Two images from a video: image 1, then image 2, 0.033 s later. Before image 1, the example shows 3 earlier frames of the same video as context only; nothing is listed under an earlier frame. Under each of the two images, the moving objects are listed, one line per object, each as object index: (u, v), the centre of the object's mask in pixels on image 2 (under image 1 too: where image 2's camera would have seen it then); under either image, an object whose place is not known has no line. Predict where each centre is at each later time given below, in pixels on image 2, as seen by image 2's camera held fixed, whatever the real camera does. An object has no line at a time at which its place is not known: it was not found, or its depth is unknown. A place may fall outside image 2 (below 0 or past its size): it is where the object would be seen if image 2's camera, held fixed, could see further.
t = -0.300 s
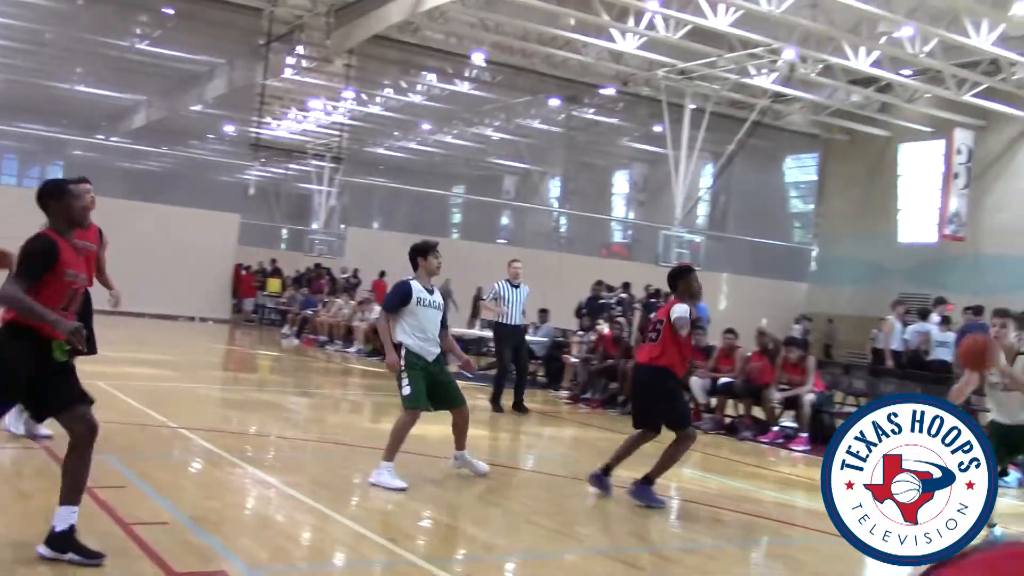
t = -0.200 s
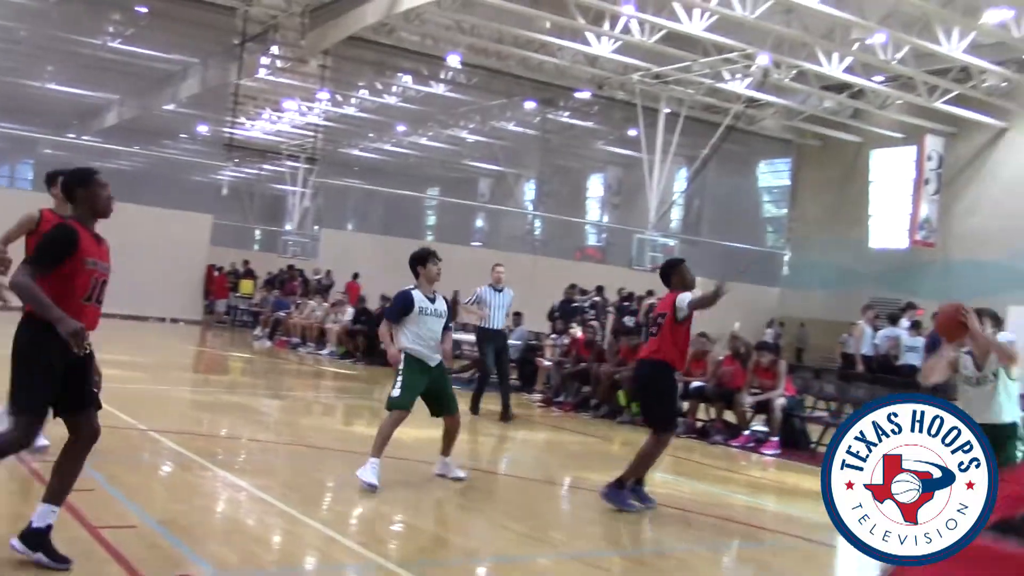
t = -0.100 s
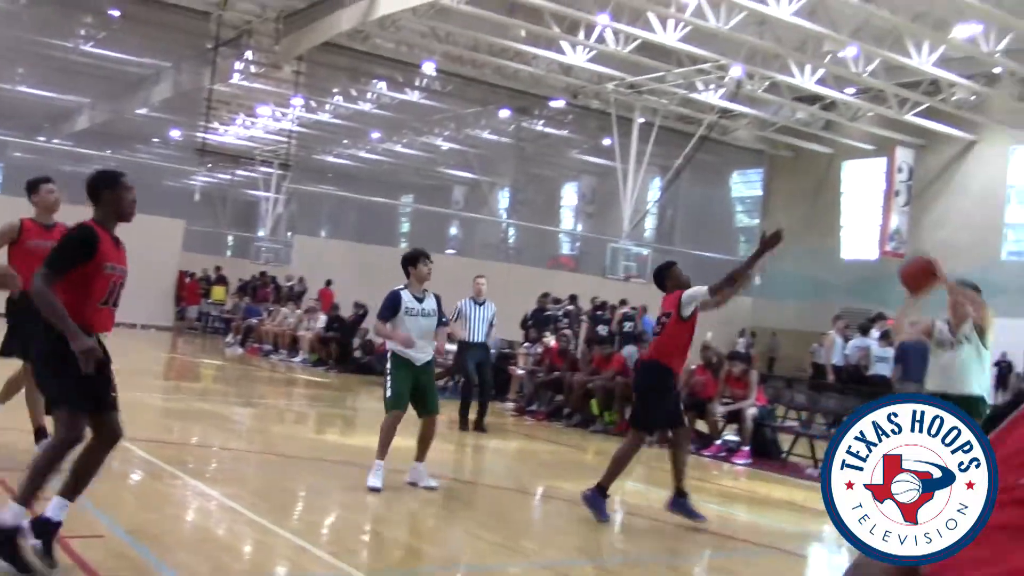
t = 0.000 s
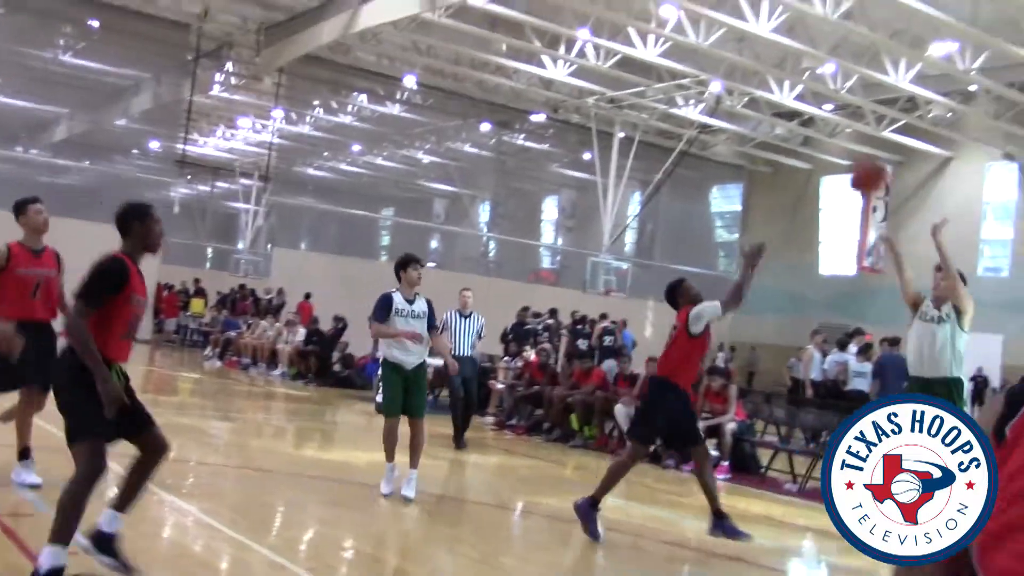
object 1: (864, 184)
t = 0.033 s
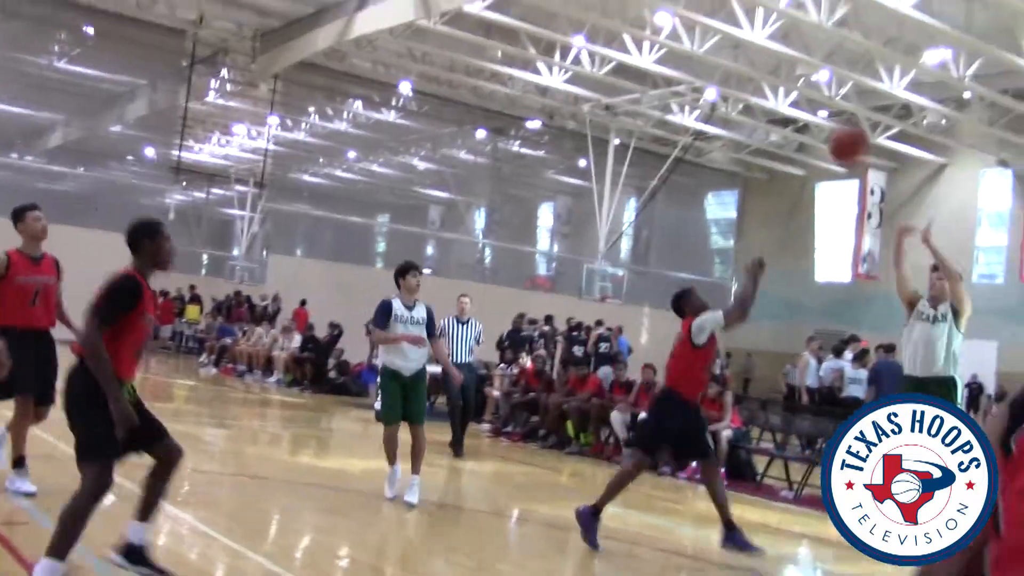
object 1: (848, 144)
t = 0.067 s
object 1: (835, 106)
